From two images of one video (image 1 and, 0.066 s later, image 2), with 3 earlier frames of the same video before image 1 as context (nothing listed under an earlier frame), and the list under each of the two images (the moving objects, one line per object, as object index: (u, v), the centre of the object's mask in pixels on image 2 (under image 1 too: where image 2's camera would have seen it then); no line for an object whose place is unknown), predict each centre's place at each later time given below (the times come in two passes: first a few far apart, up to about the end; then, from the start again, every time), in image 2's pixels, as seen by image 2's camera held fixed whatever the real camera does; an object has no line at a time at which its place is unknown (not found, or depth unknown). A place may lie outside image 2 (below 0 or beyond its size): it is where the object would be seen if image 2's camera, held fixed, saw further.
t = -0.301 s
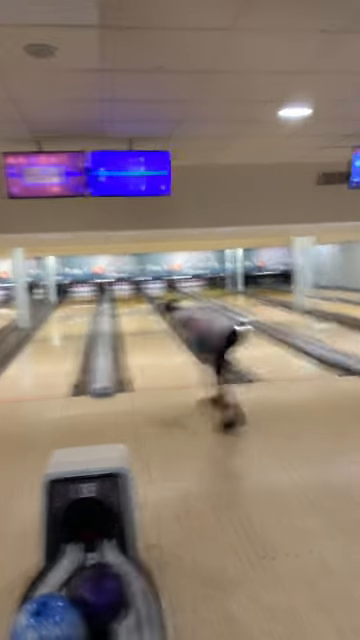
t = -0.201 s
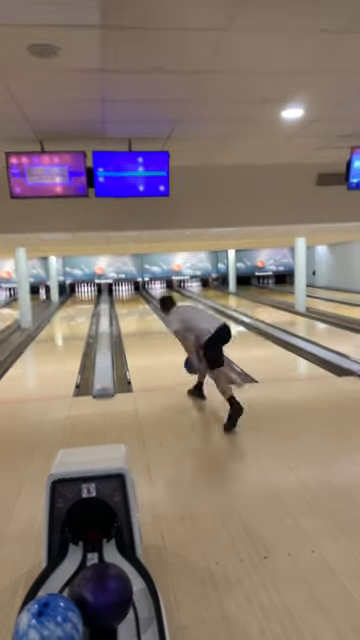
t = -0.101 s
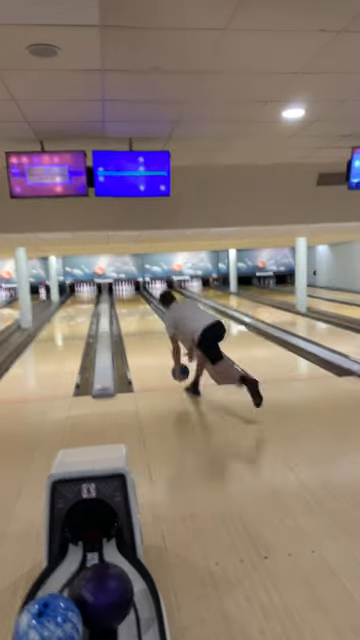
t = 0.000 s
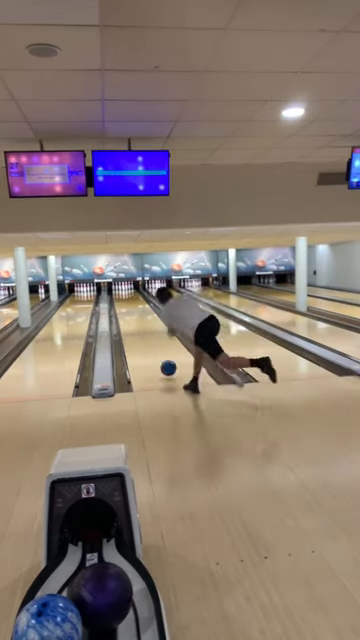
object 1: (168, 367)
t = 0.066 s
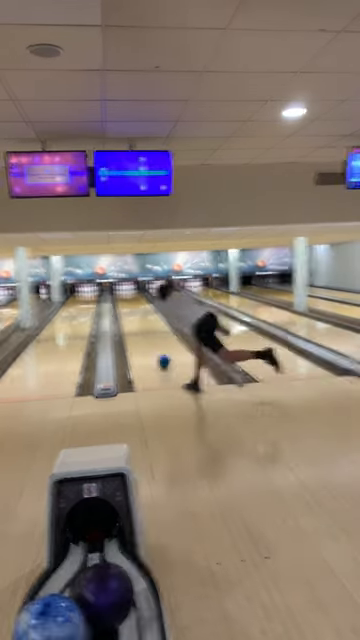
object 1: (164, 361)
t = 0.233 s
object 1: (150, 345)
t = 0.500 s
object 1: (138, 328)
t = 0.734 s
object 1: (131, 317)
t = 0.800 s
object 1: (129, 315)
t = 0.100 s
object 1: (156, 358)
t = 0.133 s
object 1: (158, 355)
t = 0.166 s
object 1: (154, 351)
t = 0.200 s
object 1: (152, 348)
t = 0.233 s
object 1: (150, 345)
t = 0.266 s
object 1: (148, 343)
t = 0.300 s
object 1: (146, 340)
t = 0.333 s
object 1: (145, 337)
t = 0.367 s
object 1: (143, 335)
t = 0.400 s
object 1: (142, 333)
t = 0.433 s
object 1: (140, 332)
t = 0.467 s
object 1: (139, 330)
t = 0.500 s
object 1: (138, 328)
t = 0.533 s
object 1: (137, 327)
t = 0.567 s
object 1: (136, 325)
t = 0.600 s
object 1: (134, 323)
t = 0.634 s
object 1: (134, 321)
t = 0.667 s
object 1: (133, 320)
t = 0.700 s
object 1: (132, 318)
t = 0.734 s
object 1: (131, 317)
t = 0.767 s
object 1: (130, 316)
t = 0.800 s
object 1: (129, 315)
